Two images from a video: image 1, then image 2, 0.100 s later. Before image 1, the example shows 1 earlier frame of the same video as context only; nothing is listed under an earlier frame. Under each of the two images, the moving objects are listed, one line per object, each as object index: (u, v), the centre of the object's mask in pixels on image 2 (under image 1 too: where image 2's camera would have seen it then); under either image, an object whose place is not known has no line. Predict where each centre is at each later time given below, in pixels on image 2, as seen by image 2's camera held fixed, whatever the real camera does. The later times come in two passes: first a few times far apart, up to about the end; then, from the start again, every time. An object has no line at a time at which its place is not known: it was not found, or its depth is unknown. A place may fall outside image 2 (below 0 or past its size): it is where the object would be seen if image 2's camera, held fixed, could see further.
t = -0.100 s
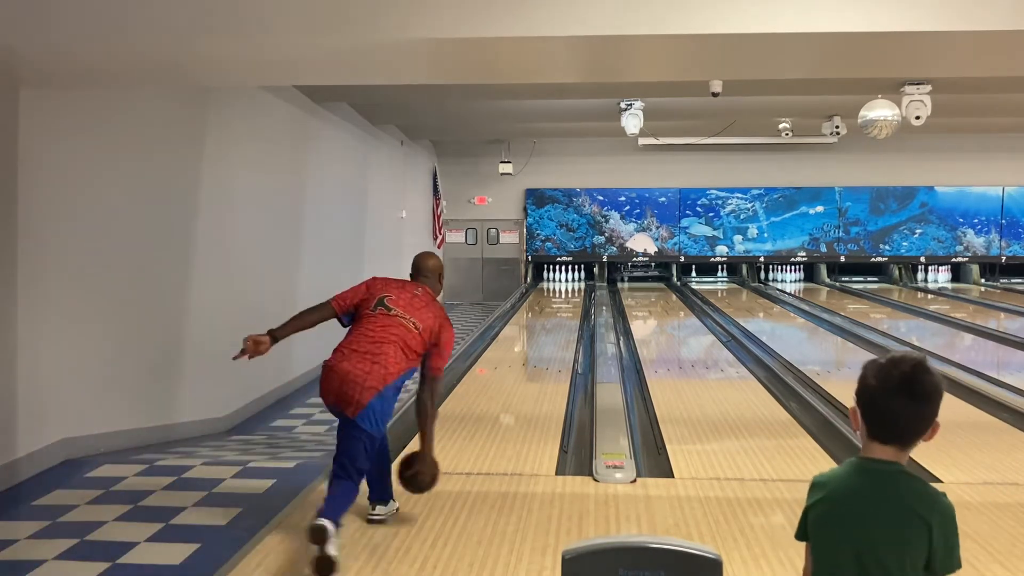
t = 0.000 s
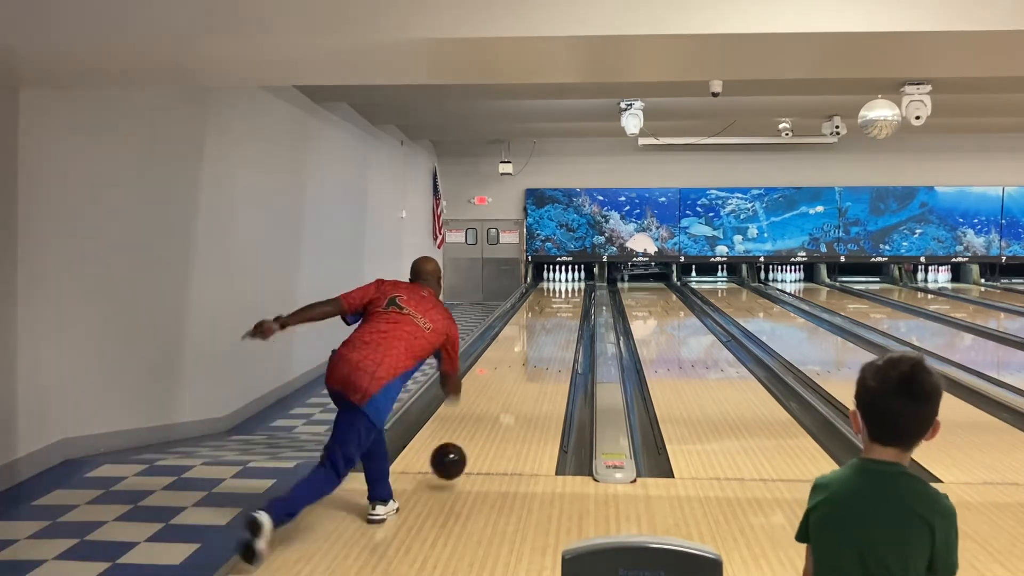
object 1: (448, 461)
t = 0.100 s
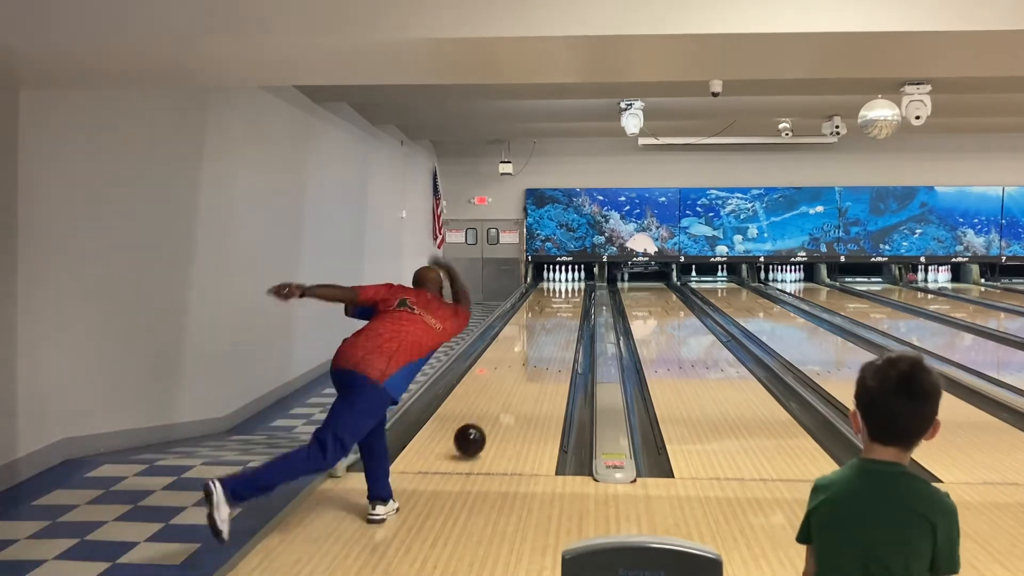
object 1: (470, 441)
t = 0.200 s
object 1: (486, 420)
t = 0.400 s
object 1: (511, 386)
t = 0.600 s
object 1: (528, 361)
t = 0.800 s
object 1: (540, 343)
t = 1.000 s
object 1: (550, 329)
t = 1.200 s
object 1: (557, 318)
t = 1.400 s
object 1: (563, 308)
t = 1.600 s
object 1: (568, 301)
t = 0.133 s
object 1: (475, 432)
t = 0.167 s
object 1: (481, 427)
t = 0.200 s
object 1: (486, 420)
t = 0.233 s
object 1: (491, 414)
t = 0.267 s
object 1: (495, 408)
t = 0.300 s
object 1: (500, 402)
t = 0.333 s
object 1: (503, 396)
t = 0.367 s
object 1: (507, 391)
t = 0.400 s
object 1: (511, 386)
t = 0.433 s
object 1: (514, 382)
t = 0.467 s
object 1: (517, 377)
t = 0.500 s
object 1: (520, 373)
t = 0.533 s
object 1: (523, 369)
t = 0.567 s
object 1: (525, 365)
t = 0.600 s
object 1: (528, 361)
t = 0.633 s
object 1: (530, 358)
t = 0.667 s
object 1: (532, 355)
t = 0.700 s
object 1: (535, 352)
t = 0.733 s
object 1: (536, 349)
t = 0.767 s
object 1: (538, 346)
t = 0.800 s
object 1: (540, 343)
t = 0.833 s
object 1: (542, 341)
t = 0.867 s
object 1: (544, 338)
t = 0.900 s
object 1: (545, 336)
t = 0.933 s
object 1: (547, 333)
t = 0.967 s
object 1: (548, 331)
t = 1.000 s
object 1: (550, 329)
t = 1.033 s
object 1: (551, 327)
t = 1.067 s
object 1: (553, 325)
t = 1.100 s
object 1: (554, 323)
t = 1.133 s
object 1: (555, 321)
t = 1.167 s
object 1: (556, 319)
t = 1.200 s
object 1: (557, 318)
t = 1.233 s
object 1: (559, 316)
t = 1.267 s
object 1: (559, 314)
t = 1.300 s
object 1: (561, 313)
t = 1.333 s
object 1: (561, 311)
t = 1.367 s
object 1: (562, 309)
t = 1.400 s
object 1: (563, 308)
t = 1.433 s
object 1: (564, 307)
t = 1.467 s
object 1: (565, 305)
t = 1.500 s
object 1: (566, 304)
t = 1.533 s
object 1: (567, 303)
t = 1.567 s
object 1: (567, 302)
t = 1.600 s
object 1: (568, 301)
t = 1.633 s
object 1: (569, 299)
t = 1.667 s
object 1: (569, 298)
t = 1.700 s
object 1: (570, 297)
